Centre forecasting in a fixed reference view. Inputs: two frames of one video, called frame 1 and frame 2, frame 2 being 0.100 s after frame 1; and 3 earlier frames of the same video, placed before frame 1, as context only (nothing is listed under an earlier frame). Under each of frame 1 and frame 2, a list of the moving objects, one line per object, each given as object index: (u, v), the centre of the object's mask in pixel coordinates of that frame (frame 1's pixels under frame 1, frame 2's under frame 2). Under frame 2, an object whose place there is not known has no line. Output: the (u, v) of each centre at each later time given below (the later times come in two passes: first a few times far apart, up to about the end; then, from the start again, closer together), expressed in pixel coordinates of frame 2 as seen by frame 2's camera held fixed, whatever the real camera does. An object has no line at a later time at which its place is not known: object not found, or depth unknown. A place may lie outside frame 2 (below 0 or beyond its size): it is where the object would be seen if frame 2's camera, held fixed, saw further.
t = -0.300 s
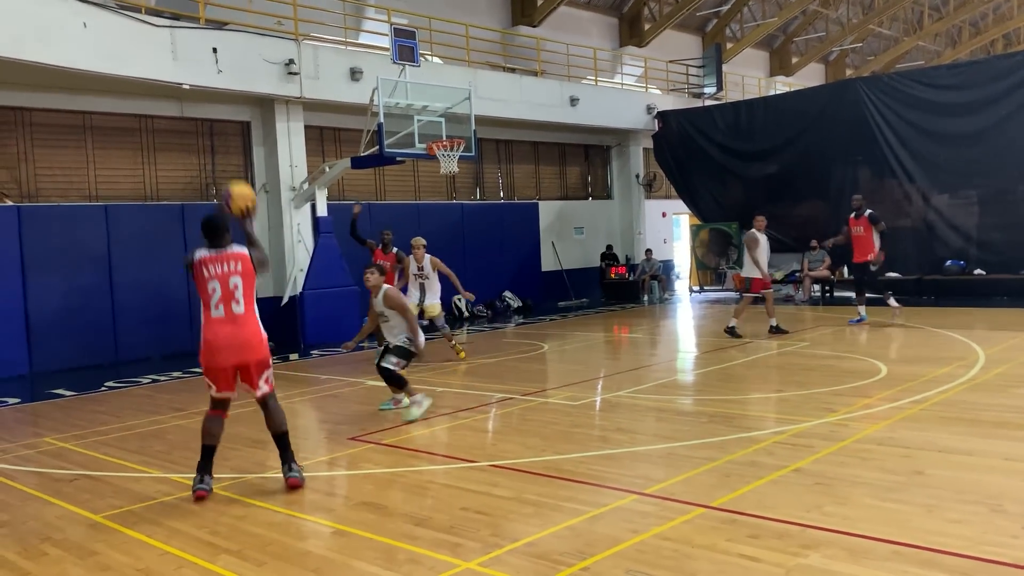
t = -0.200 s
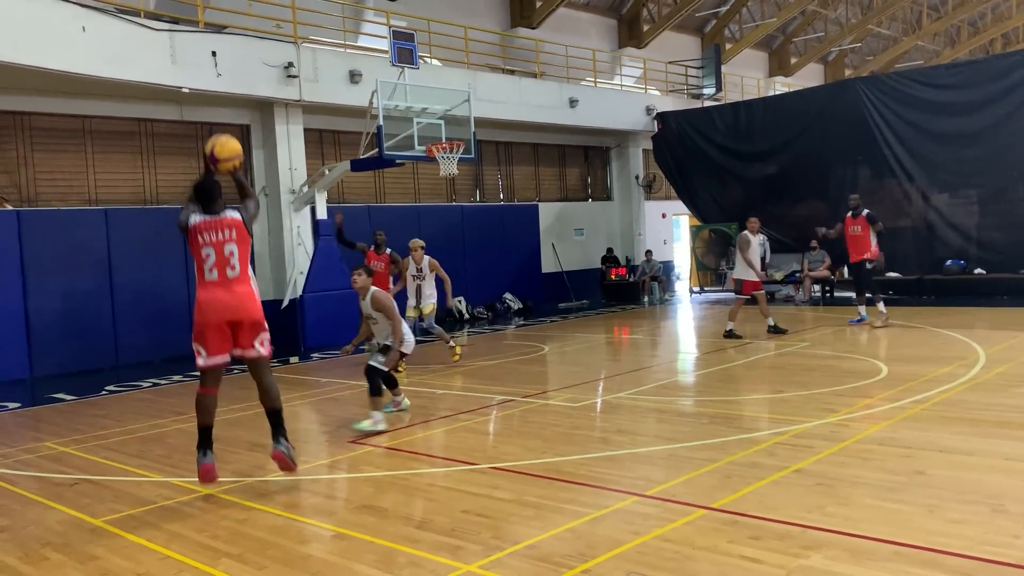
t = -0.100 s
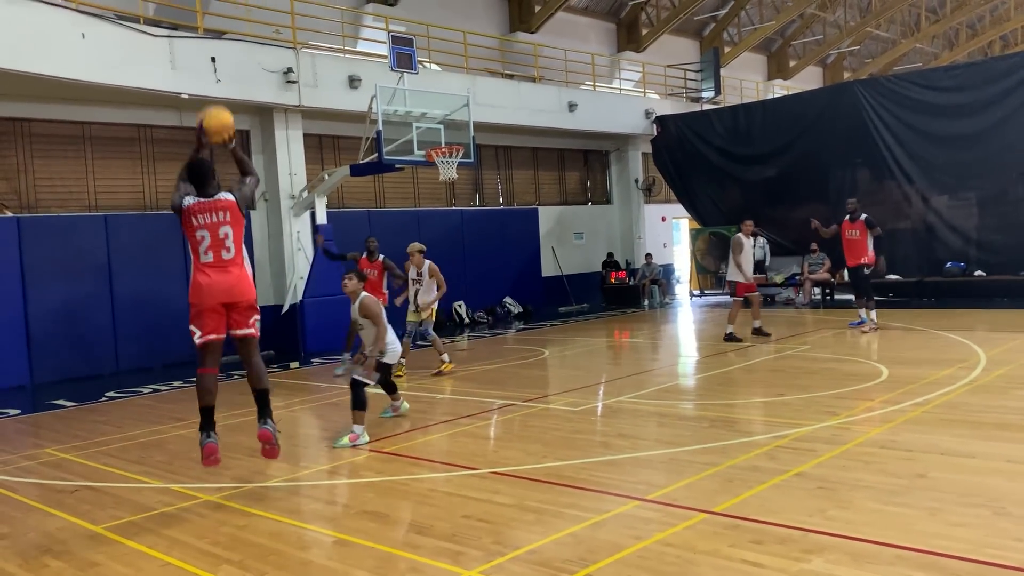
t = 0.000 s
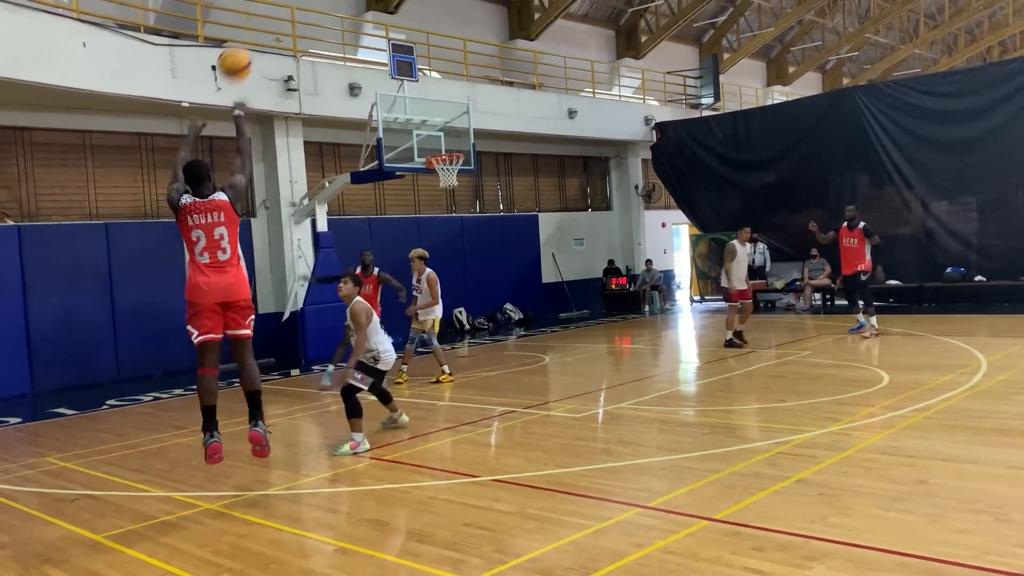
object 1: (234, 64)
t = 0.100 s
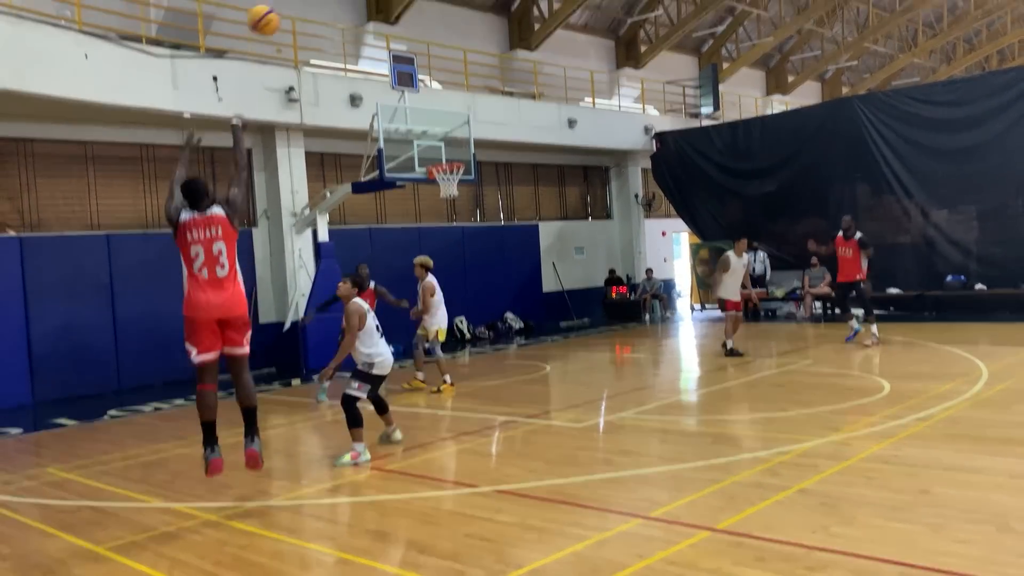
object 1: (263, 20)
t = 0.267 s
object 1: (304, -18)
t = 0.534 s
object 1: (354, -29)
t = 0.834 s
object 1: (400, 36)
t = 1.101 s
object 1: (434, 130)
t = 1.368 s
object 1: (453, 185)
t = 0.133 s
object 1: (273, 8)
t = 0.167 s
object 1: (281, 0)
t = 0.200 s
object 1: (289, -7)
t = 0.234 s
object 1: (297, -13)
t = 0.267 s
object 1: (304, -18)
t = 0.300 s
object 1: (311, -22)
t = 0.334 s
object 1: (318, -27)
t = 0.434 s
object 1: (337, -35)
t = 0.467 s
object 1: (342, -36)
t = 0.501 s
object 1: (348, -32)
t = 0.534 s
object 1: (354, -29)
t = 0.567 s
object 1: (359, -25)
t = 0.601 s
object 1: (365, -20)
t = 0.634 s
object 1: (369, -14)
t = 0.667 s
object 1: (375, -7)
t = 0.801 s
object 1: (395, 26)
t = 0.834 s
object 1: (400, 36)
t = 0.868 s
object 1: (404, 47)
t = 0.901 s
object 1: (409, 59)
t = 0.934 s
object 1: (412, 68)
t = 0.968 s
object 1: (417, 80)
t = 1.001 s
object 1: (421, 92)
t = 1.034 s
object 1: (425, 104)
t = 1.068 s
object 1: (430, 117)
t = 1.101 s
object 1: (434, 130)
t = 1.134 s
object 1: (438, 143)
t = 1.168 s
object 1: (441, 158)
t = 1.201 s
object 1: (446, 170)
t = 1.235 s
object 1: (449, 179)
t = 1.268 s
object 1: (451, 186)
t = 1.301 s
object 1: (452, 185)
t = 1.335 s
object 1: (452, 184)
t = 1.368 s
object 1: (453, 185)
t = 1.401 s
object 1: (454, 186)
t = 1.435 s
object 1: (455, 188)
